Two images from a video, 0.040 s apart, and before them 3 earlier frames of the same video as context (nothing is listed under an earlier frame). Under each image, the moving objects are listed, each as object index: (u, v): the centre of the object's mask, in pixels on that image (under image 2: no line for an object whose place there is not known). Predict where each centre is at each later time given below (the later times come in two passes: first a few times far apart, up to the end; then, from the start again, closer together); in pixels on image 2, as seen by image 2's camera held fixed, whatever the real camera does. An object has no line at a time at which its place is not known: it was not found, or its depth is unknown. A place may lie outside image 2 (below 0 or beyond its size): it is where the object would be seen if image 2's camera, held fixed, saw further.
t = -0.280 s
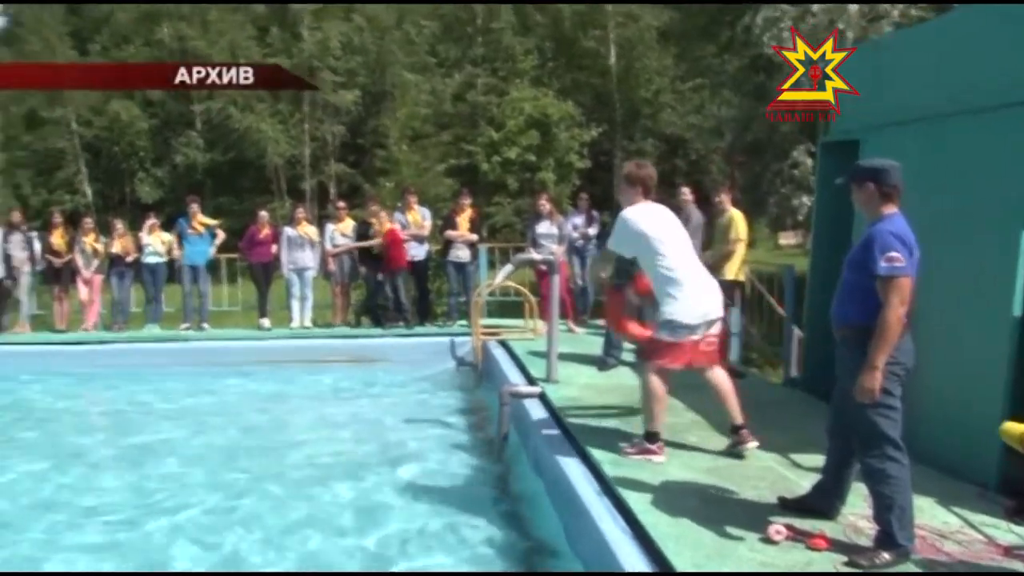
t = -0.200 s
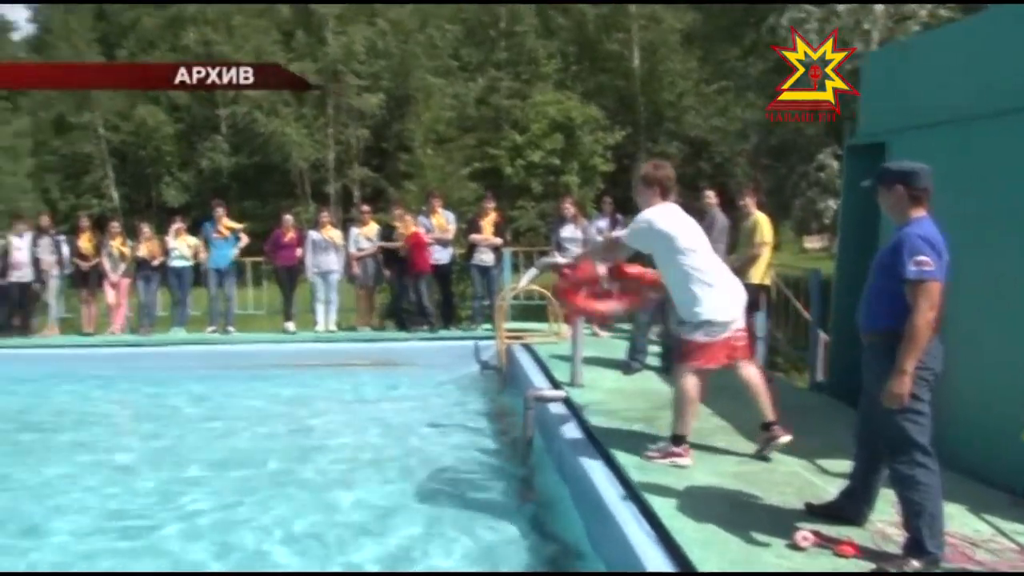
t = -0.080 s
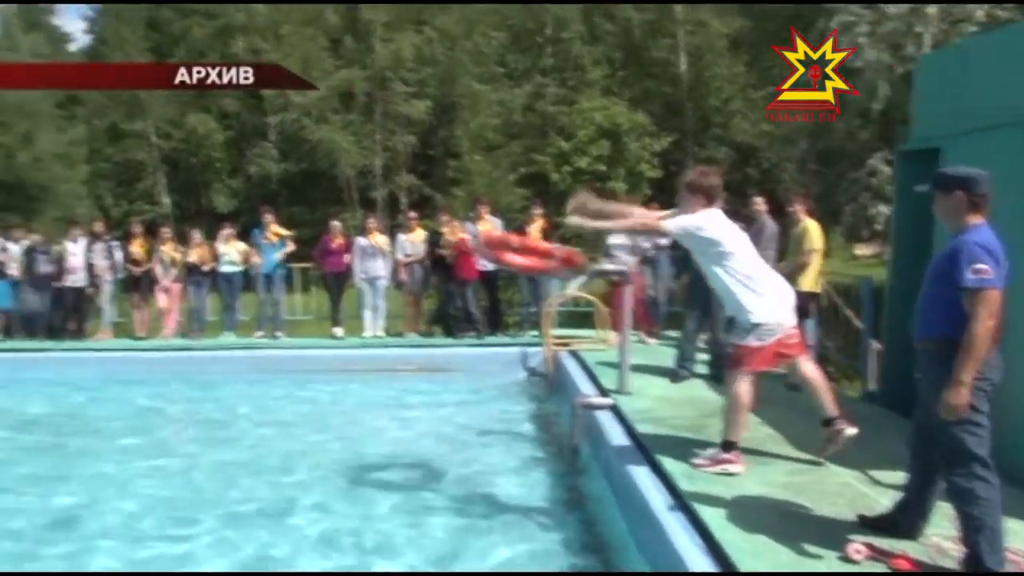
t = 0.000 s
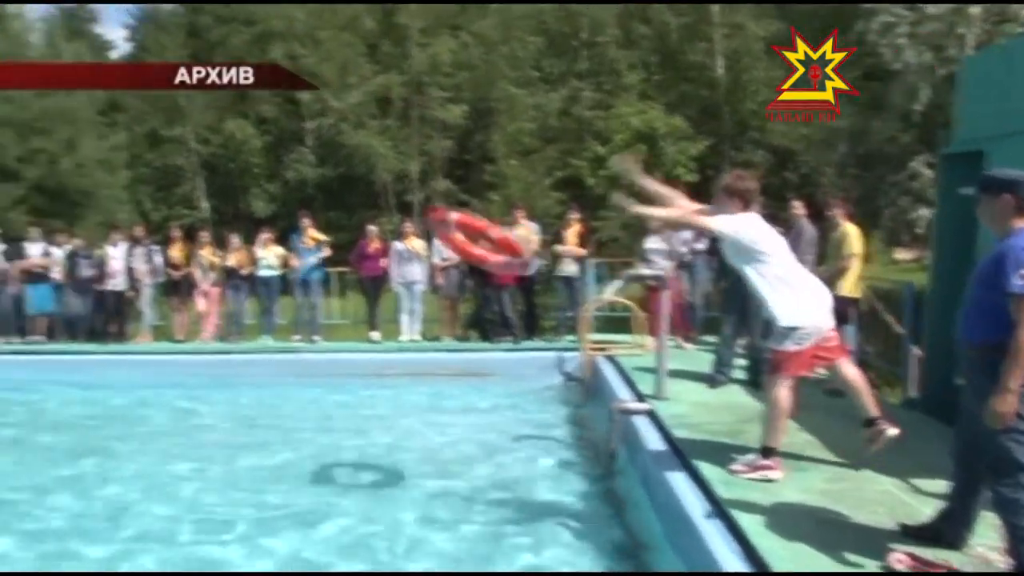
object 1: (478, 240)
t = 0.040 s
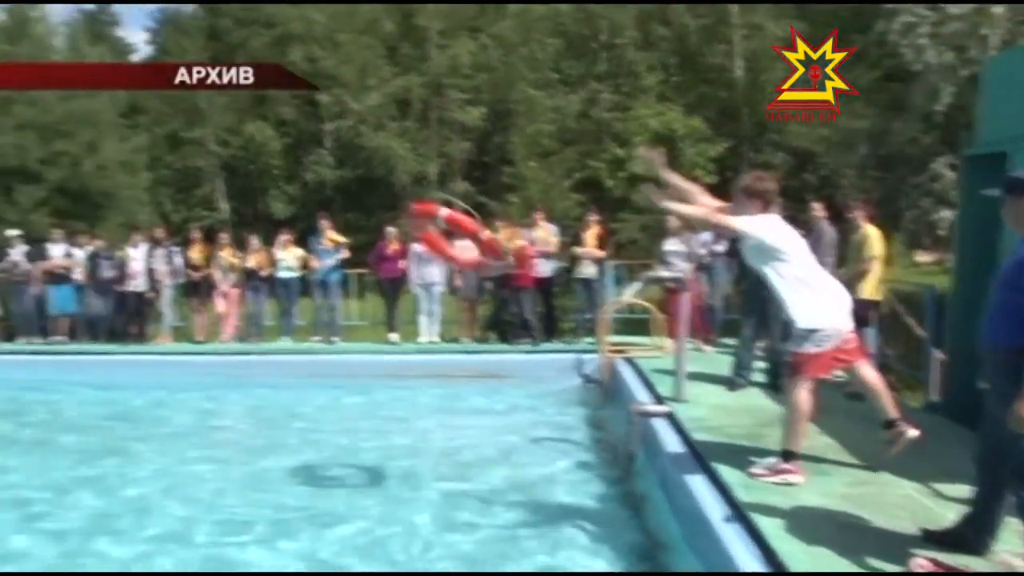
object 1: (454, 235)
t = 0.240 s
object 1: (260, 247)
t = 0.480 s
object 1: (52, 323)
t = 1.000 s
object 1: (-154, 455)
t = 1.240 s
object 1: (-176, 446)
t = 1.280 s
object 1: (-178, 446)
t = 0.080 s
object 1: (412, 233)
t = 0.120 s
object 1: (373, 234)
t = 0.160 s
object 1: (334, 235)
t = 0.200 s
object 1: (297, 240)
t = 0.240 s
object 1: (260, 247)
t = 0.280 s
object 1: (223, 255)
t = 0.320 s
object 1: (183, 264)
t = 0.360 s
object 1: (149, 277)
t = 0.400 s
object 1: (117, 292)
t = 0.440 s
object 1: (88, 308)
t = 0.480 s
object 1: (52, 323)
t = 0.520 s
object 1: (19, 341)
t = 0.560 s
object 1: (-9, 359)
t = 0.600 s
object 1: (-36, 379)
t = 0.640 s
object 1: (-64, 400)
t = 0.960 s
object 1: (-154, 456)
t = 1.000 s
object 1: (-154, 455)
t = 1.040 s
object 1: (-156, 454)
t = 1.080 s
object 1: (-161, 452)
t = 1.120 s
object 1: (-164, 449)
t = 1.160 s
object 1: (-169, 448)
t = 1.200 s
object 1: (-172, 447)
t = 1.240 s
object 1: (-176, 446)
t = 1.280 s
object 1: (-178, 446)
